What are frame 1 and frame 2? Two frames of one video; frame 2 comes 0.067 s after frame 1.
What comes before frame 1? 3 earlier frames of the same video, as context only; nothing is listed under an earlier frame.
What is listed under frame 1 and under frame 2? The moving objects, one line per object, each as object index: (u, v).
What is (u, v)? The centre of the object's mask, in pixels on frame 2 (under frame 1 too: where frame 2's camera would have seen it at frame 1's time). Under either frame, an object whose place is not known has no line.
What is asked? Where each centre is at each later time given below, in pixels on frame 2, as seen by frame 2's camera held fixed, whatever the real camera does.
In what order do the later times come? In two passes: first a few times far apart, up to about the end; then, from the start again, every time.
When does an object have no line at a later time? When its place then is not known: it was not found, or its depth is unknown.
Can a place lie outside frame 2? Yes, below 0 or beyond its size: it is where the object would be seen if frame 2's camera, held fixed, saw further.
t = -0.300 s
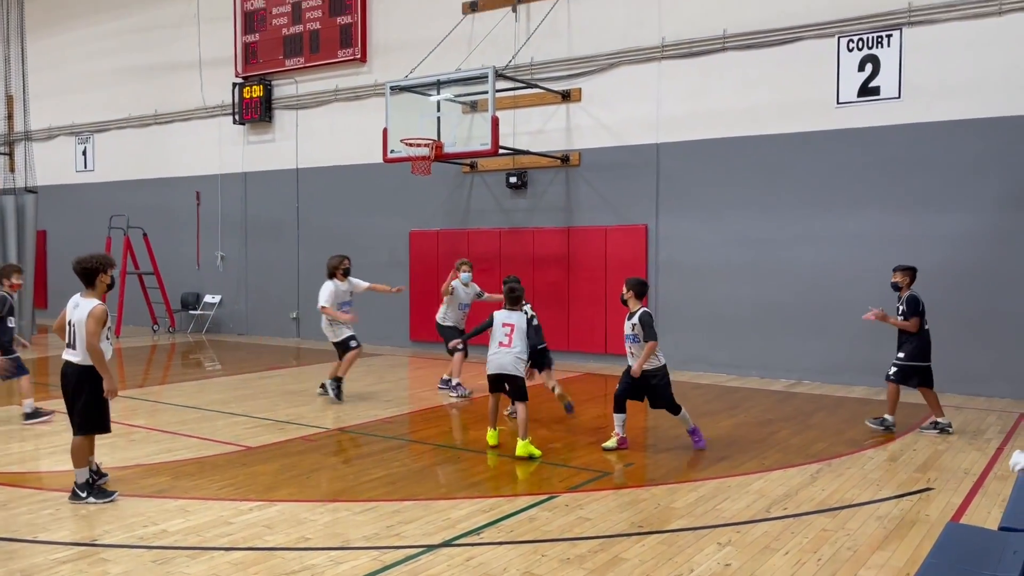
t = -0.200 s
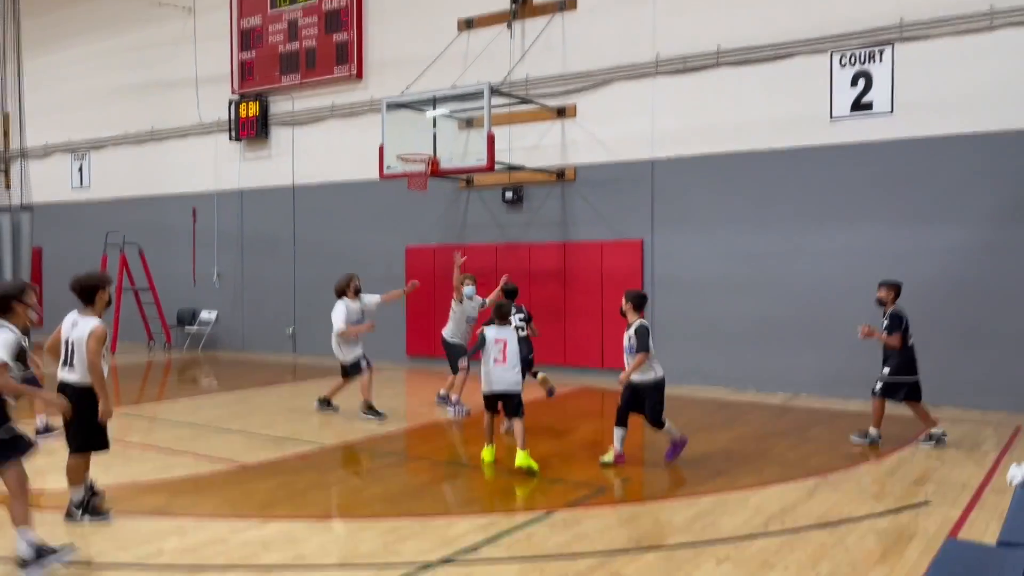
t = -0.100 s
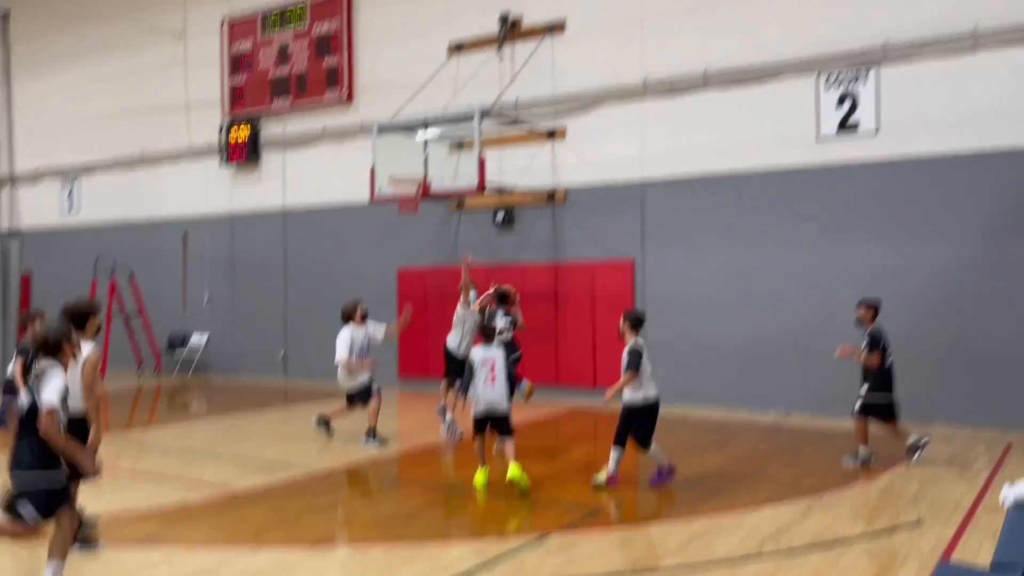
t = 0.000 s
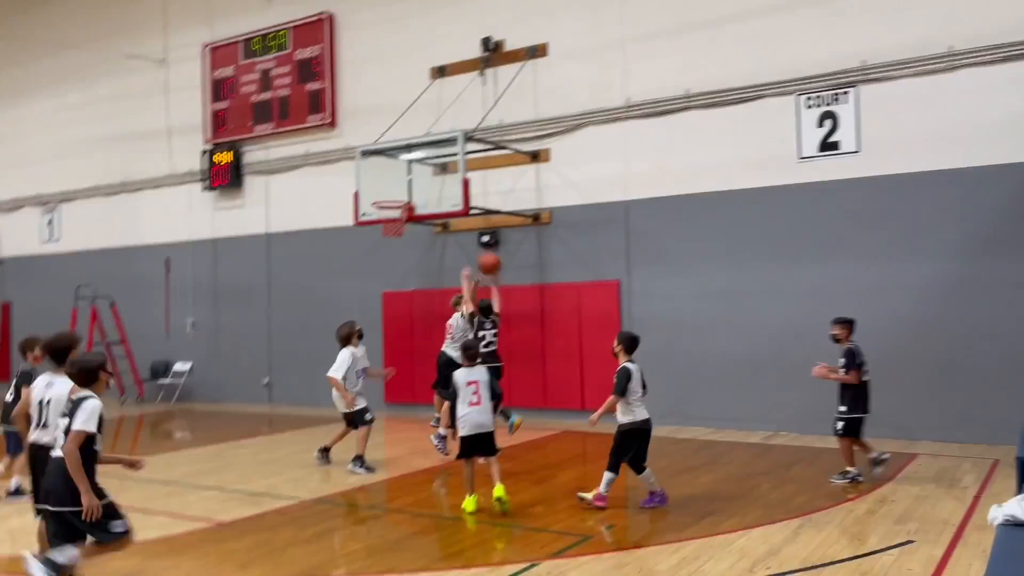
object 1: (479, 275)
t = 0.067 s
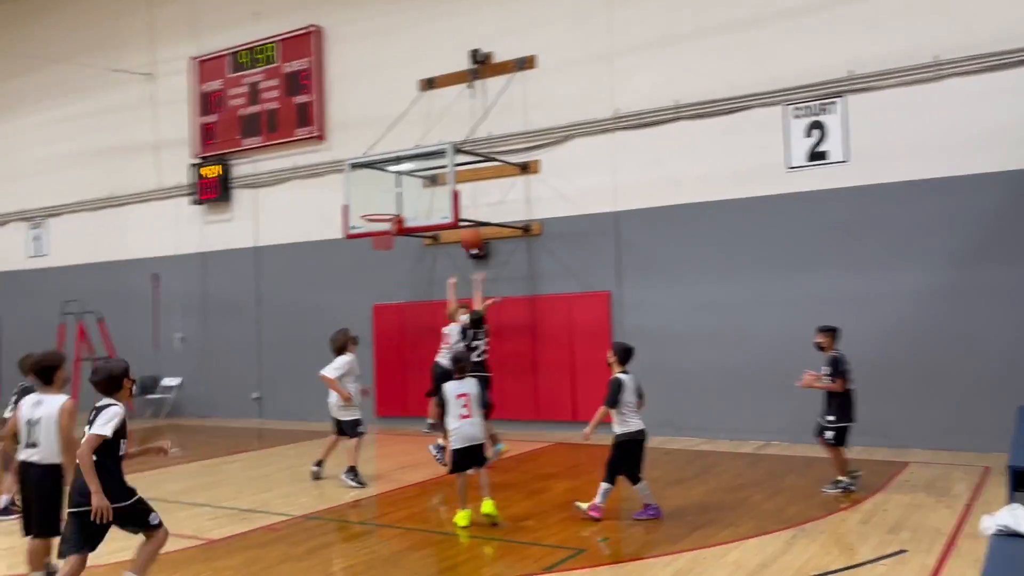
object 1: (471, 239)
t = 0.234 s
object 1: (451, 174)
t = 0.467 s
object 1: (427, 129)
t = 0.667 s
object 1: (410, 130)
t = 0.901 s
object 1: (394, 169)
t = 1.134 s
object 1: (377, 234)
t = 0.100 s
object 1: (466, 224)
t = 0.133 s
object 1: (462, 209)
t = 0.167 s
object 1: (458, 196)
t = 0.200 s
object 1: (454, 185)
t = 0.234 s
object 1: (451, 174)
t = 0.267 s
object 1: (447, 164)
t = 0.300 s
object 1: (443, 155)
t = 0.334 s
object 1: (439, 148)
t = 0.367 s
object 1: (436, 141)
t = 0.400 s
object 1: (433, 136)
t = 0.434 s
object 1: (430, 132)
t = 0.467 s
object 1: (427, 129)
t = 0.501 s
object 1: (424, 127)
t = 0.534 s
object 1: (421, 126)
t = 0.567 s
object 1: (418, 125)
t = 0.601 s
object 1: (416, 126)
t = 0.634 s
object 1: (413, 127)
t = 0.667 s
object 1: (410, 130)
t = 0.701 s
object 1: (408, 133)
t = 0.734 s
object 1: (405, 137)
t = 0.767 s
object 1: (403, 142)
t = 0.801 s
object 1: (401, 147)
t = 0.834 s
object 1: (398, 153)
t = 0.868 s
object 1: (396, 160)
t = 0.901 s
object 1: (394, 169)
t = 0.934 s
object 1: (392, 177)
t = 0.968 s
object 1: (390, 186)
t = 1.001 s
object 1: (388, 196)
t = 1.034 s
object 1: (386, 206)
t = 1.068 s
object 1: (384, 218)
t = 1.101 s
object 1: (381, 227)
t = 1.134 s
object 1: (377, 234)
